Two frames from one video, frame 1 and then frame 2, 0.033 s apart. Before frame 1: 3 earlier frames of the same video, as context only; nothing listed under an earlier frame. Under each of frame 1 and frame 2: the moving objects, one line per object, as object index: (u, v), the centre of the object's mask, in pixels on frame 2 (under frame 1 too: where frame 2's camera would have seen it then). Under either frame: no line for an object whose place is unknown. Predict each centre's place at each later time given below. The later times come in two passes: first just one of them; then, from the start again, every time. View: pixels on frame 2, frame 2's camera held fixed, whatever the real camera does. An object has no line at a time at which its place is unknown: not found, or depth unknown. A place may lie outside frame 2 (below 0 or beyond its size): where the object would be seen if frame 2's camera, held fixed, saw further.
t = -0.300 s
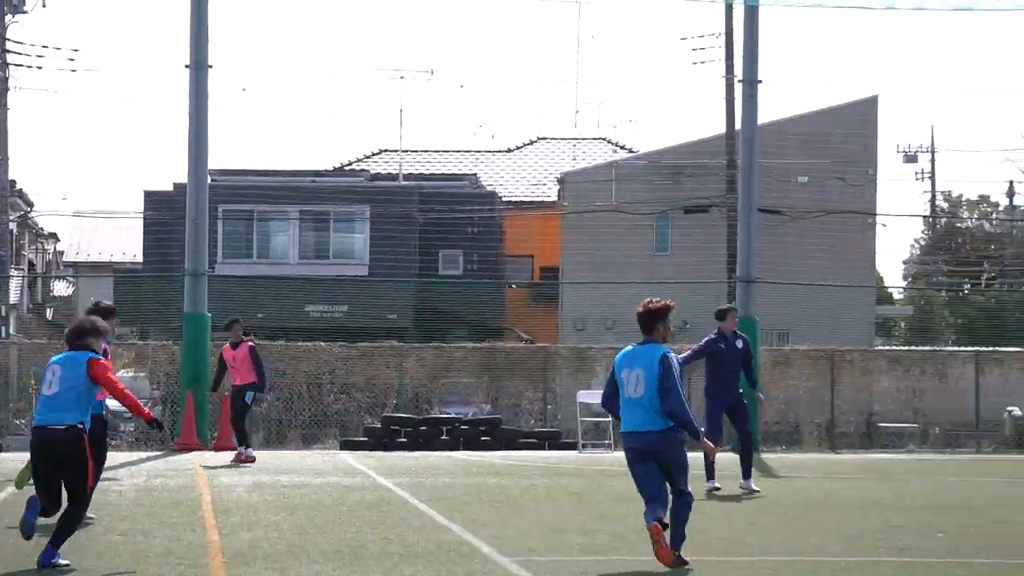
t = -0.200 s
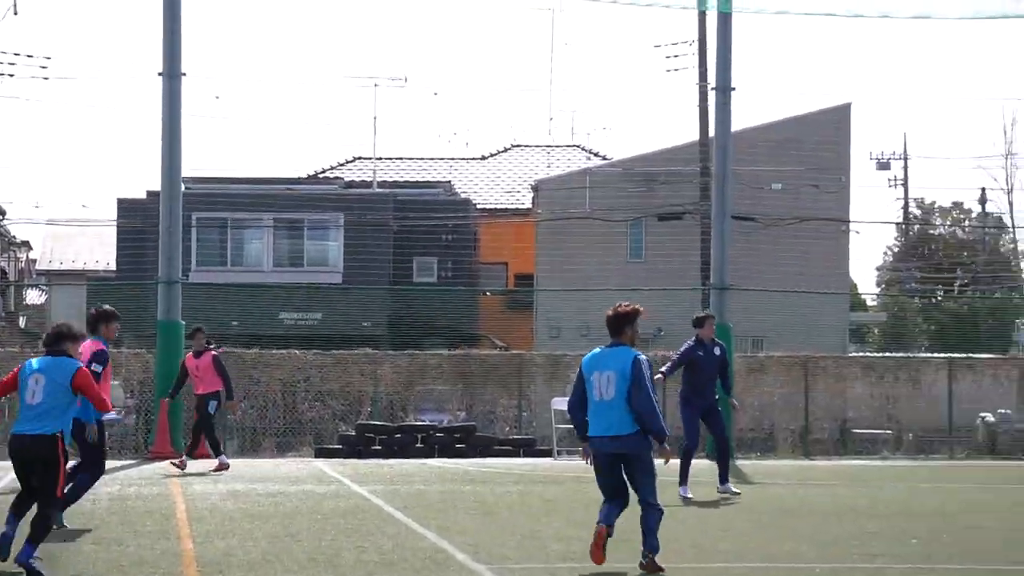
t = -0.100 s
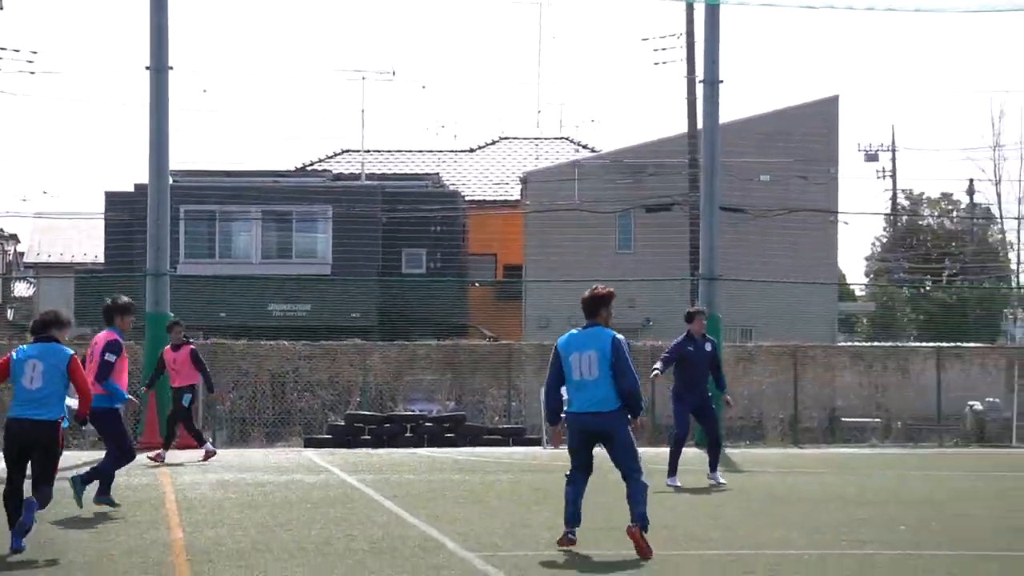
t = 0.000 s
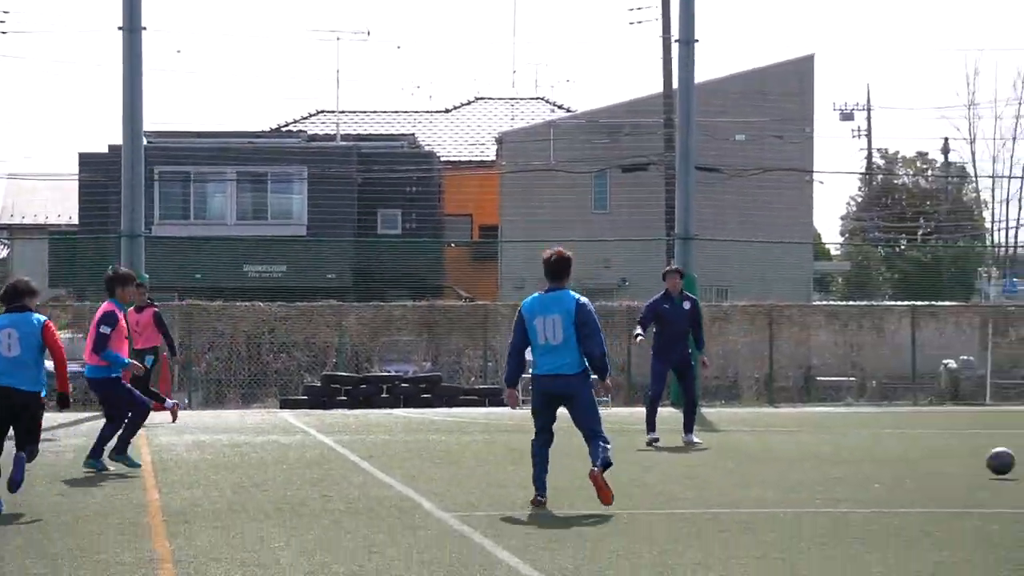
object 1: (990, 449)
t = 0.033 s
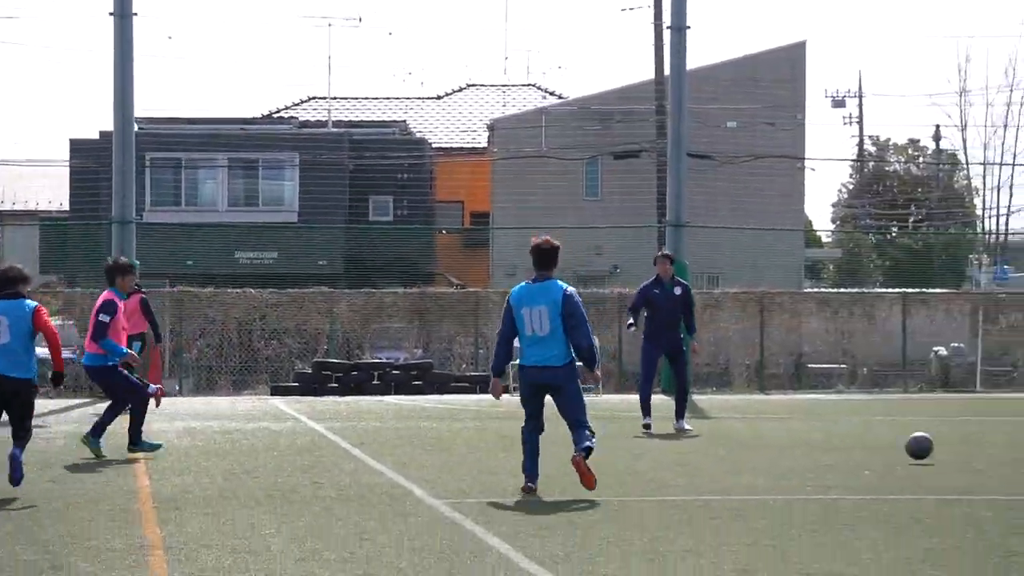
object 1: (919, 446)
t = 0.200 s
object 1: (610, 437)
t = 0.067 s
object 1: (851, 445)
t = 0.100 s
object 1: (784, 447)
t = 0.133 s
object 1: (724, 442)
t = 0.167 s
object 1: (666, 439)
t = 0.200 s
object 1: (610, 437)
